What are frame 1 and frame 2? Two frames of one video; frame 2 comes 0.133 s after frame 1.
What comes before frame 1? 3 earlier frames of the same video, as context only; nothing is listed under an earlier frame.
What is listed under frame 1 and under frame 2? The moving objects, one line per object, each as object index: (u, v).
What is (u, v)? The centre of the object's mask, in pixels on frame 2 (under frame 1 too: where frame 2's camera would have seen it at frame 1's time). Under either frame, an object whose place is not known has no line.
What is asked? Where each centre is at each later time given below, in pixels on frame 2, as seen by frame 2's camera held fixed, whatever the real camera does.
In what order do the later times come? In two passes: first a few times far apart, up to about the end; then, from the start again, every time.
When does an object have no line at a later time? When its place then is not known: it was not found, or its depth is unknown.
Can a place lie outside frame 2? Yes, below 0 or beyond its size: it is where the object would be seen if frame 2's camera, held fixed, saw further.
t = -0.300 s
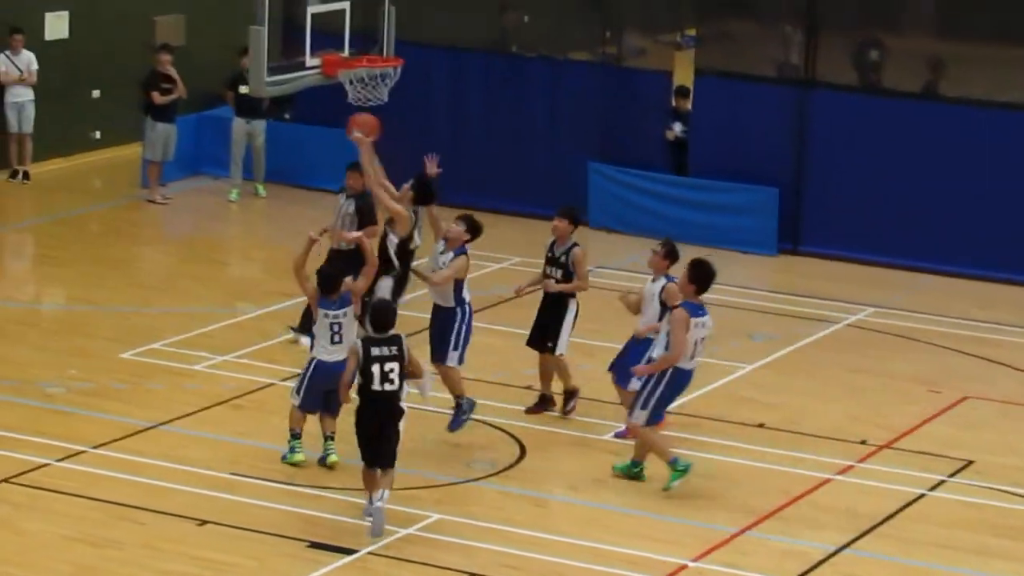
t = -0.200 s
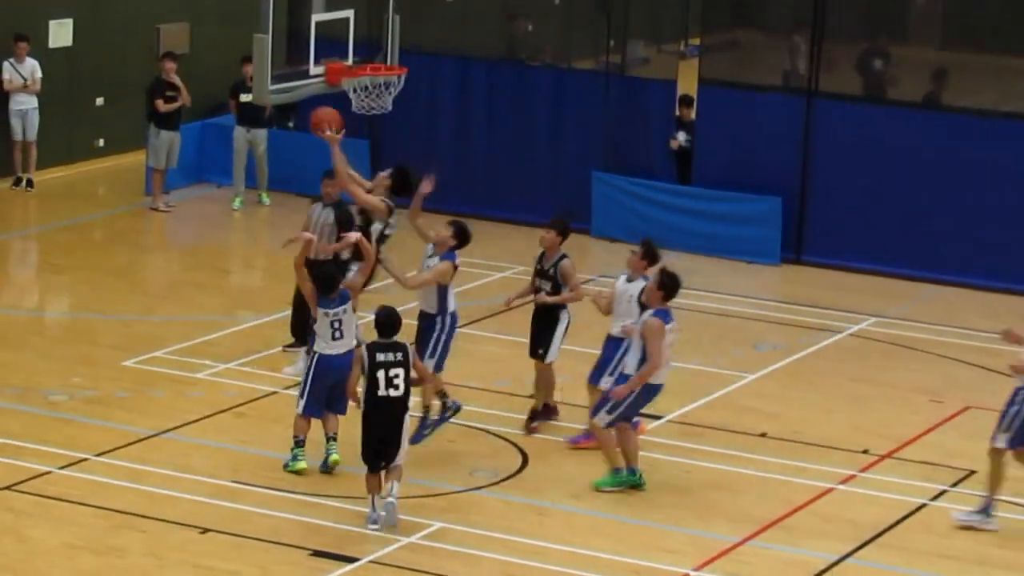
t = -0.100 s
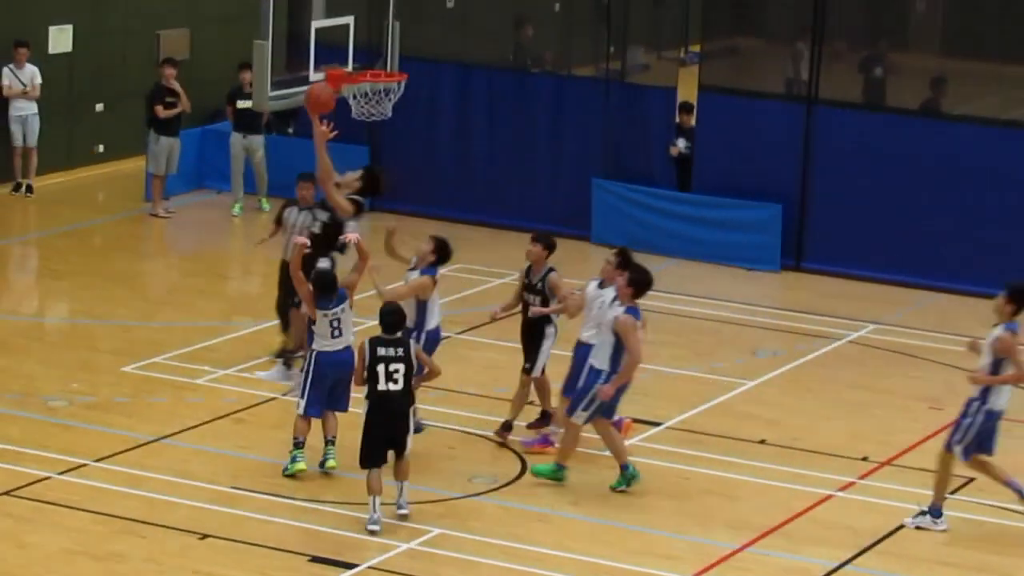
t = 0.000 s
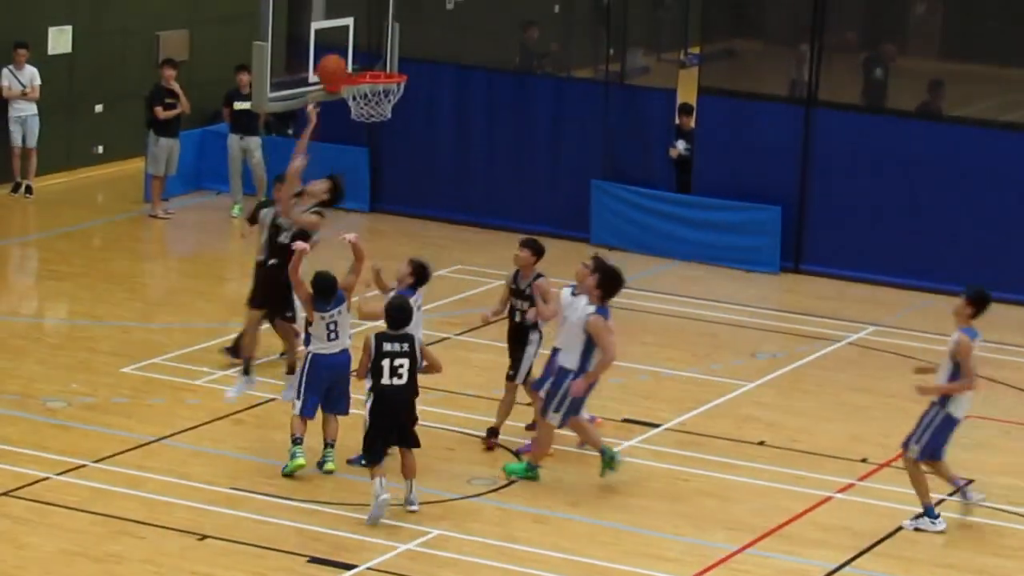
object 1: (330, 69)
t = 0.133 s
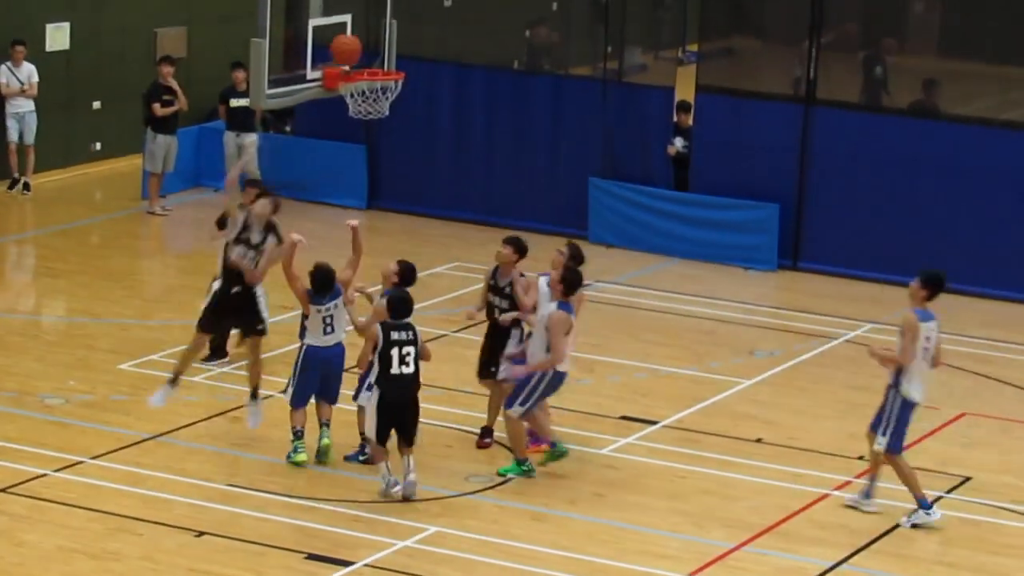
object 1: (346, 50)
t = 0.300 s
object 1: (365, 56)
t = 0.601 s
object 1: (360, 78)
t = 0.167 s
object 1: (349, 49)
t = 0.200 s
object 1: (354, 49)
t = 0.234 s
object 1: (358, 51)
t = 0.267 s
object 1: (362, 53)
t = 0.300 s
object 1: (365, 56)
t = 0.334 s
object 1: (368, 61)
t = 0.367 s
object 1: (374, 62)
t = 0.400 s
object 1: (377, 63)
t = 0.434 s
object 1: (382, 64)
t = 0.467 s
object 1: (385, 66)
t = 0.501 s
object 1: (379, 66)
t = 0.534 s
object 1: (372, 71)
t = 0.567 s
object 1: (366, 73)
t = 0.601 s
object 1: (360, 78)
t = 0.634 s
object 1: (355, 85)
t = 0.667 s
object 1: (355, 91)
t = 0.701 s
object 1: (354, 92)
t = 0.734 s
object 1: (353, 102)
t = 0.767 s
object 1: (355, 112)
